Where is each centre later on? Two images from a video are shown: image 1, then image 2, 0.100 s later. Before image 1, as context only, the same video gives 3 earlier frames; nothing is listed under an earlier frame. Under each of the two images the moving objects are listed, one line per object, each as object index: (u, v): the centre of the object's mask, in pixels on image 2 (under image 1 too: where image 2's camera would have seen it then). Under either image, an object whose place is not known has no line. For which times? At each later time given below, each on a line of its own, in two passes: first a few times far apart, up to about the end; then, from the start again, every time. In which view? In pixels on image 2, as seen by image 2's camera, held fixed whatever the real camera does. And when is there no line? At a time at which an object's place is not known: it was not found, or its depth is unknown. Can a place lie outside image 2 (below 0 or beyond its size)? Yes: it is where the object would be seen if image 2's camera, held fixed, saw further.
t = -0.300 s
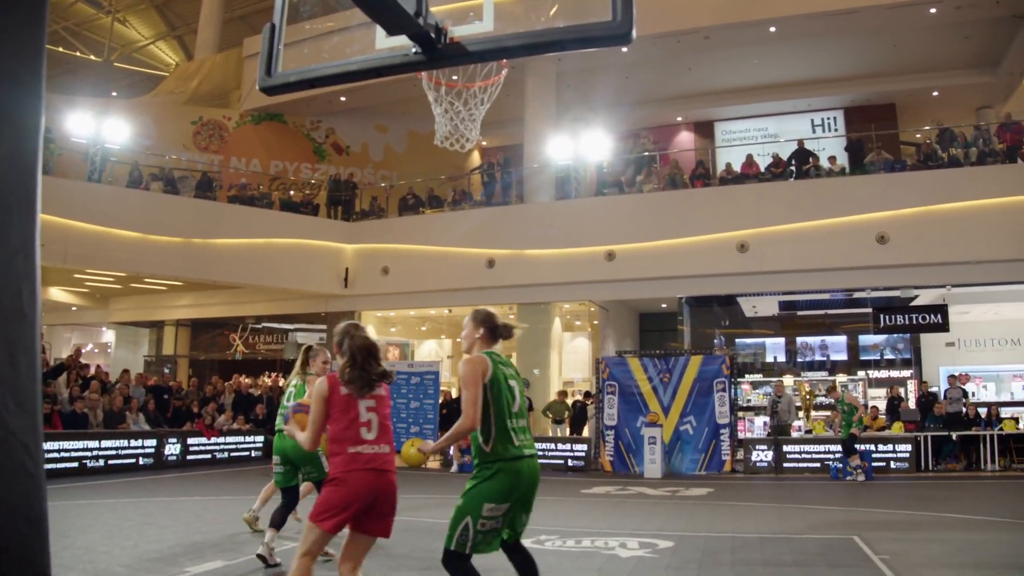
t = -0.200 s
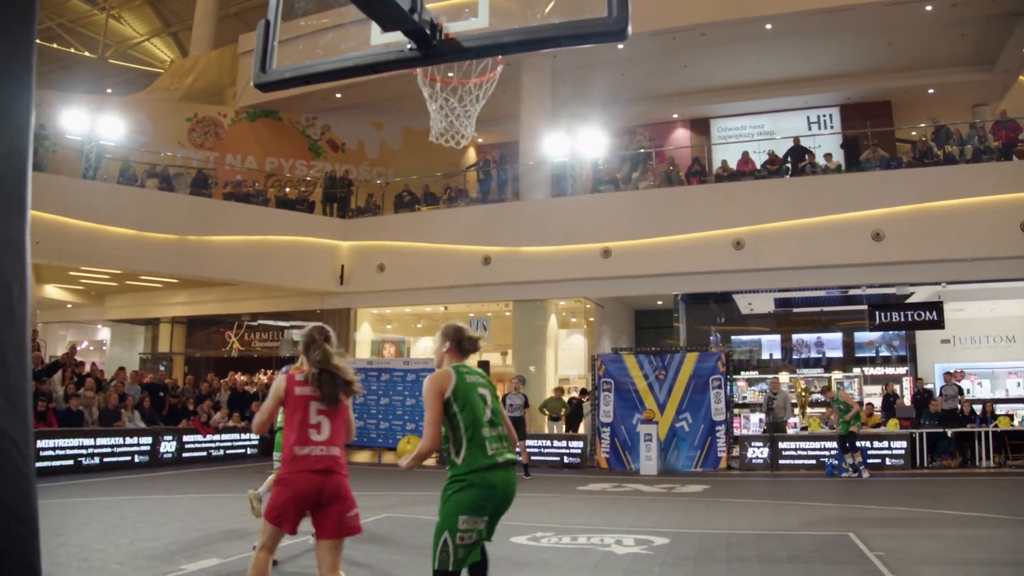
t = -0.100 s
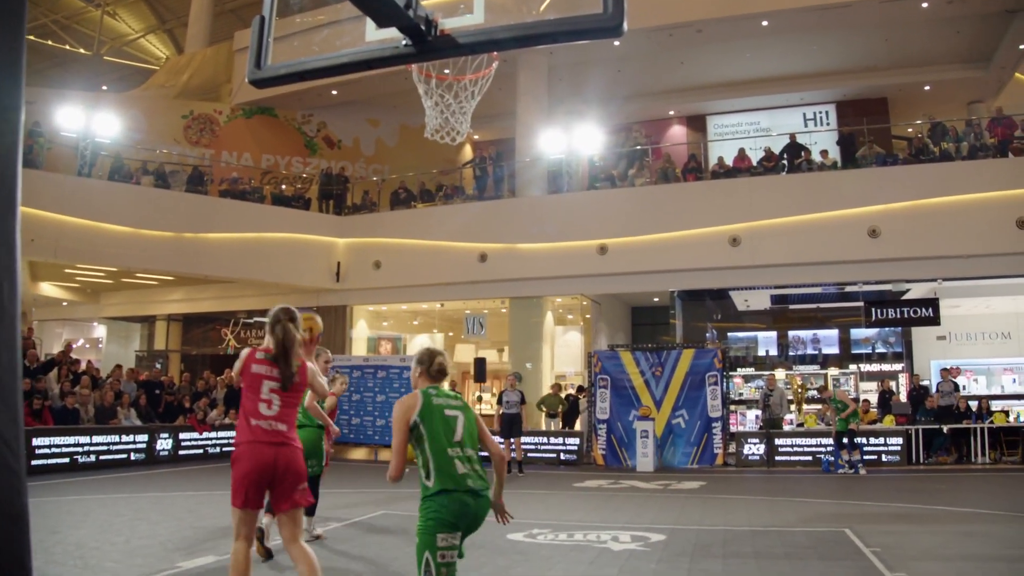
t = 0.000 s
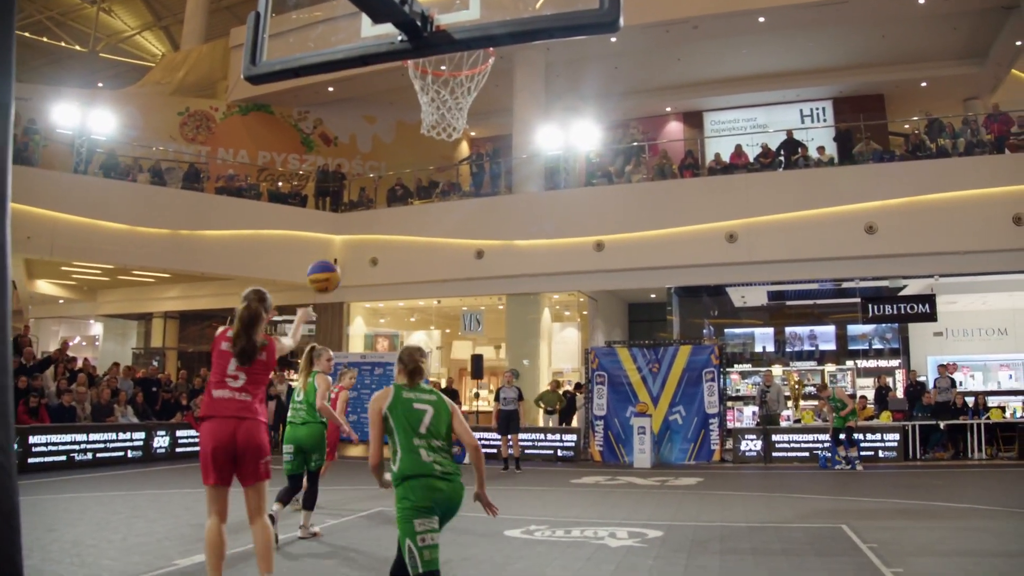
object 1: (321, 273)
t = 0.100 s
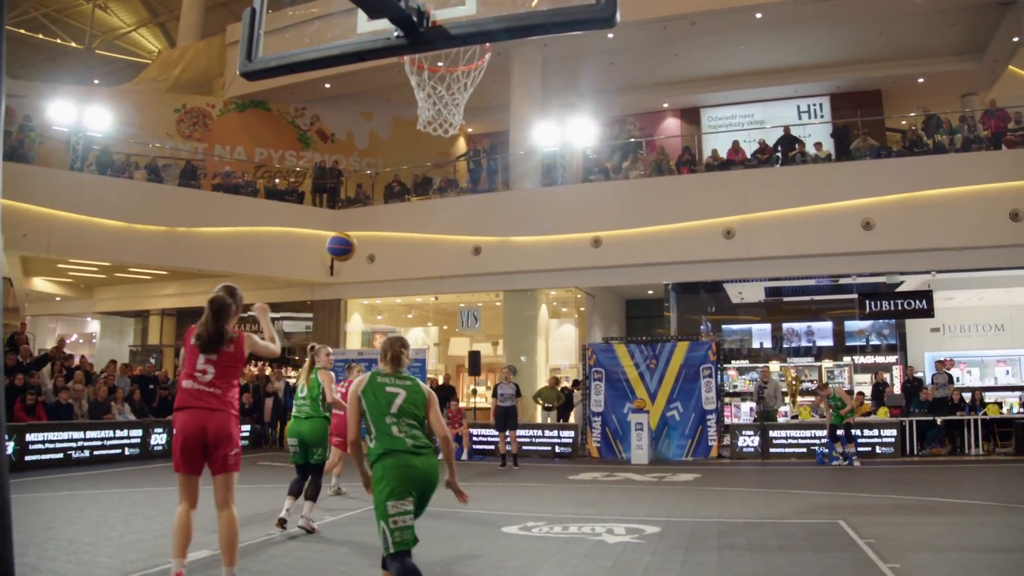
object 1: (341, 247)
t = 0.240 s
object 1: (362, 235)
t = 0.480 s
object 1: (388, 258)
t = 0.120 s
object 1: (345, 243)
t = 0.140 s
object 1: (348, 240)
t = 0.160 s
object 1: (351, 238)
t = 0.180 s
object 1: (354, 237)
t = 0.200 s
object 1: (357, 236)
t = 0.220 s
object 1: (360, 235)
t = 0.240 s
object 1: (362, 235)
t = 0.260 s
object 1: (365, 235)
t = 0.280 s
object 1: (368, 235)
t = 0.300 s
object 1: (370, 236)
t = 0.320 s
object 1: (373, 237)
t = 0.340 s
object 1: (375, 239)
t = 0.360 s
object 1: (377, 241)
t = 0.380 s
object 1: (379, 243)
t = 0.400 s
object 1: (381, 246)
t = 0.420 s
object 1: (383, 248)
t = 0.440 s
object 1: (384, 251)
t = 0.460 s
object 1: (386, 254)
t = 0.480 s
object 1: (388, 258)
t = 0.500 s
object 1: (389, 261)
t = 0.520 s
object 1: (391, 265)
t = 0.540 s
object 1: (392, 270)
